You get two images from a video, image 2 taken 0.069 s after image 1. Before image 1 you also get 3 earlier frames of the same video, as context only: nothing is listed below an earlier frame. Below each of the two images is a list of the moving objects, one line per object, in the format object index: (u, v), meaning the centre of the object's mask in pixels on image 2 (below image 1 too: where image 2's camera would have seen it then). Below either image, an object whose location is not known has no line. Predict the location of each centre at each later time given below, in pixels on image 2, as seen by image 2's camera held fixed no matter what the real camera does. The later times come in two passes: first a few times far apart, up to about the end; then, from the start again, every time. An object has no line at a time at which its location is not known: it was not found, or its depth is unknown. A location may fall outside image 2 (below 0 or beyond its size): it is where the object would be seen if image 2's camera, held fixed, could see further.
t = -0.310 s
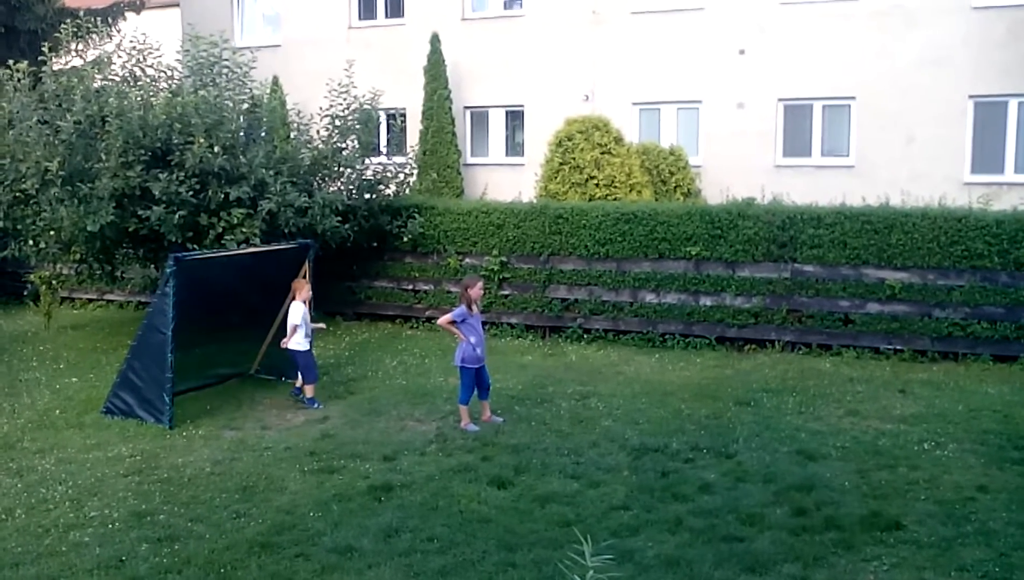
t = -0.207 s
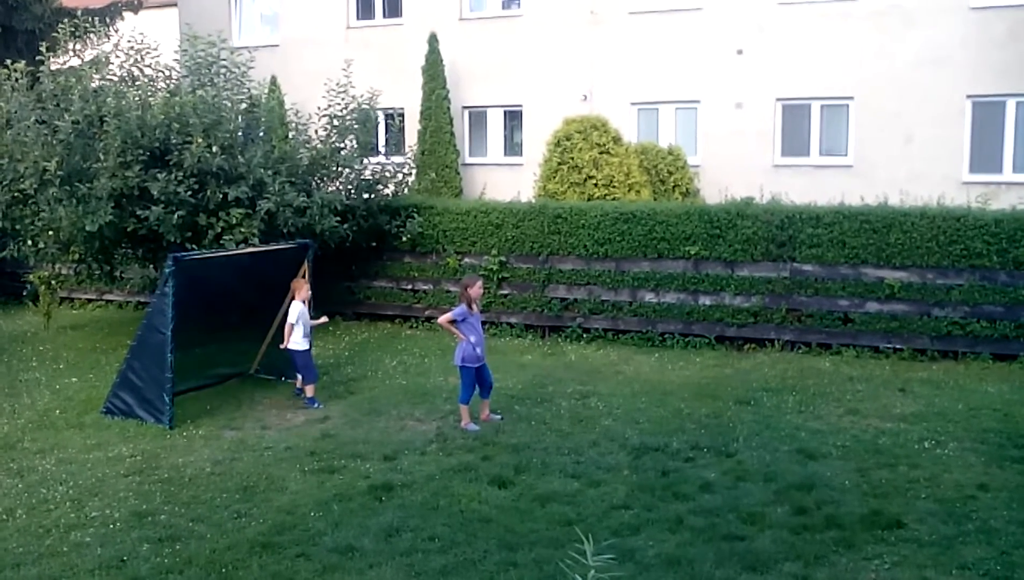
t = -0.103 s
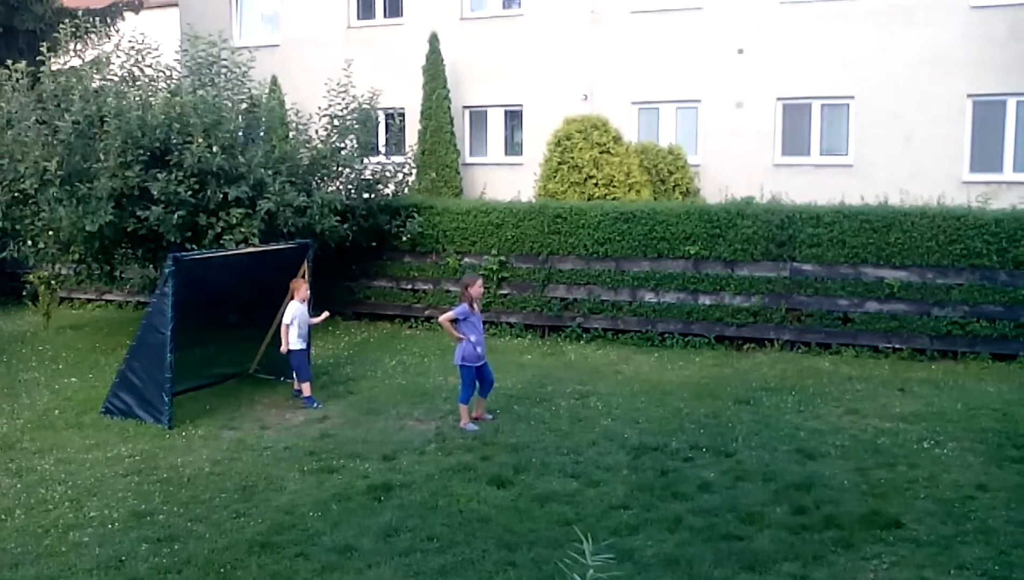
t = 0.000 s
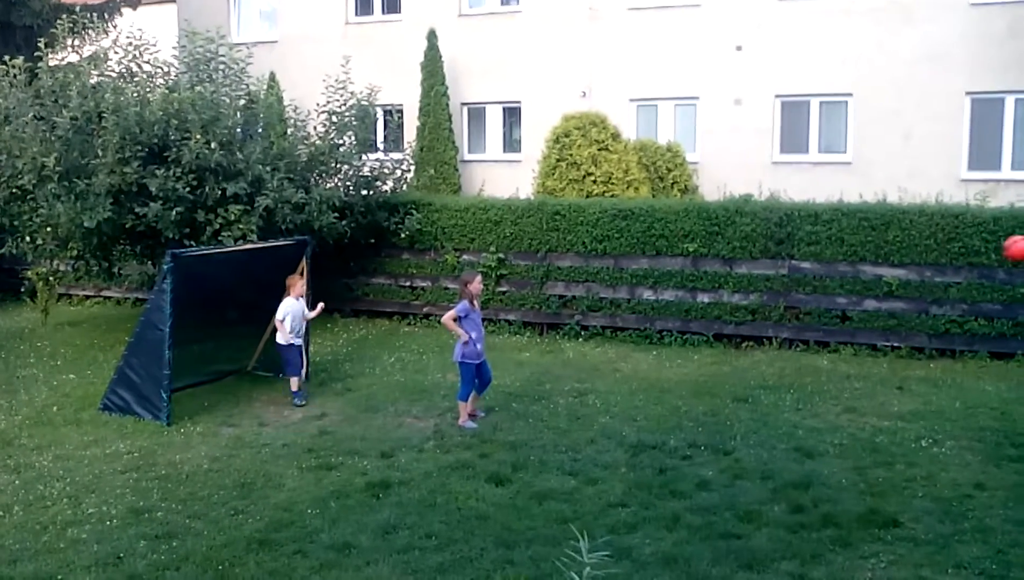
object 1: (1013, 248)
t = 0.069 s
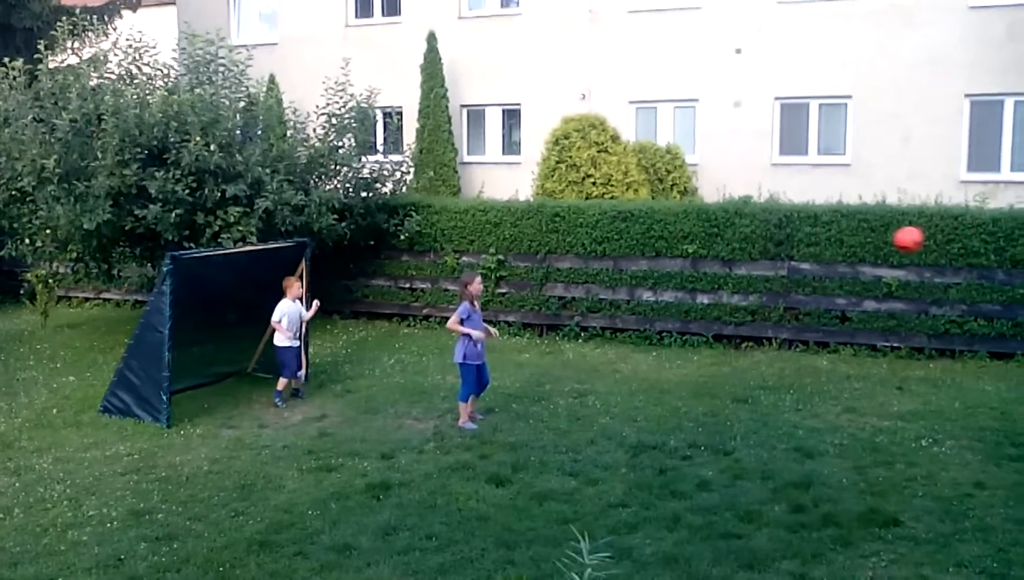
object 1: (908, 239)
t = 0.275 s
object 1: (591, 244)
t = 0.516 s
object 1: (250, 308)
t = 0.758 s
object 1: (191, 375)
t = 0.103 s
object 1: (855, 236)
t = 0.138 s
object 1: (801, 235)
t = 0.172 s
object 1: (748, 236)
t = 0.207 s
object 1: (695, 237)
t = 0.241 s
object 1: (642, 241)
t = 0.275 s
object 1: (591, 244)
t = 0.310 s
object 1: (540, 249)
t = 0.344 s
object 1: (491, 256)
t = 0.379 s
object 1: (441, 264)
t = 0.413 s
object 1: (392, 273)
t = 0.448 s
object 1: (344, 284)
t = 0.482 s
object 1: (299, 295)
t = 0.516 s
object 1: (250, 308)
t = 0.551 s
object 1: (204, 322)
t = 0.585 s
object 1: (179, 333)
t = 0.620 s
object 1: (181, 340)
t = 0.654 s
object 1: (183, 347)
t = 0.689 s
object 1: (186, 356)
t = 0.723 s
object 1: (188, 365)
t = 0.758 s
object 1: (191, 375)
